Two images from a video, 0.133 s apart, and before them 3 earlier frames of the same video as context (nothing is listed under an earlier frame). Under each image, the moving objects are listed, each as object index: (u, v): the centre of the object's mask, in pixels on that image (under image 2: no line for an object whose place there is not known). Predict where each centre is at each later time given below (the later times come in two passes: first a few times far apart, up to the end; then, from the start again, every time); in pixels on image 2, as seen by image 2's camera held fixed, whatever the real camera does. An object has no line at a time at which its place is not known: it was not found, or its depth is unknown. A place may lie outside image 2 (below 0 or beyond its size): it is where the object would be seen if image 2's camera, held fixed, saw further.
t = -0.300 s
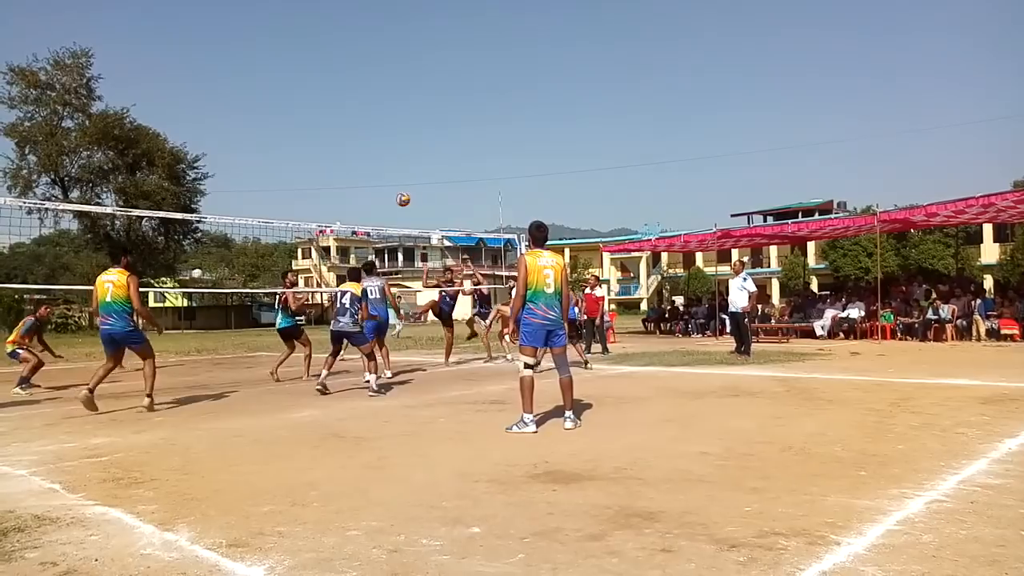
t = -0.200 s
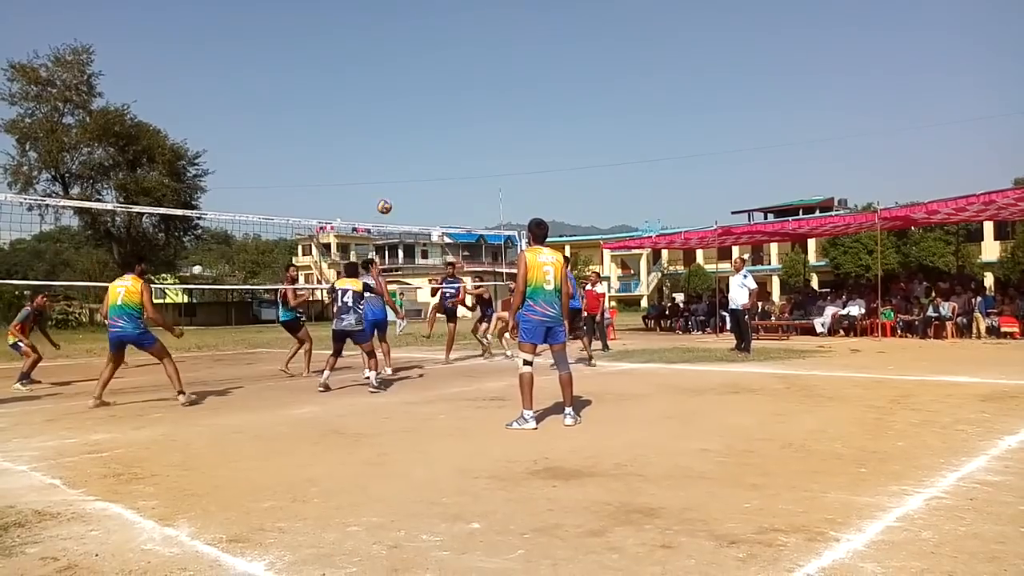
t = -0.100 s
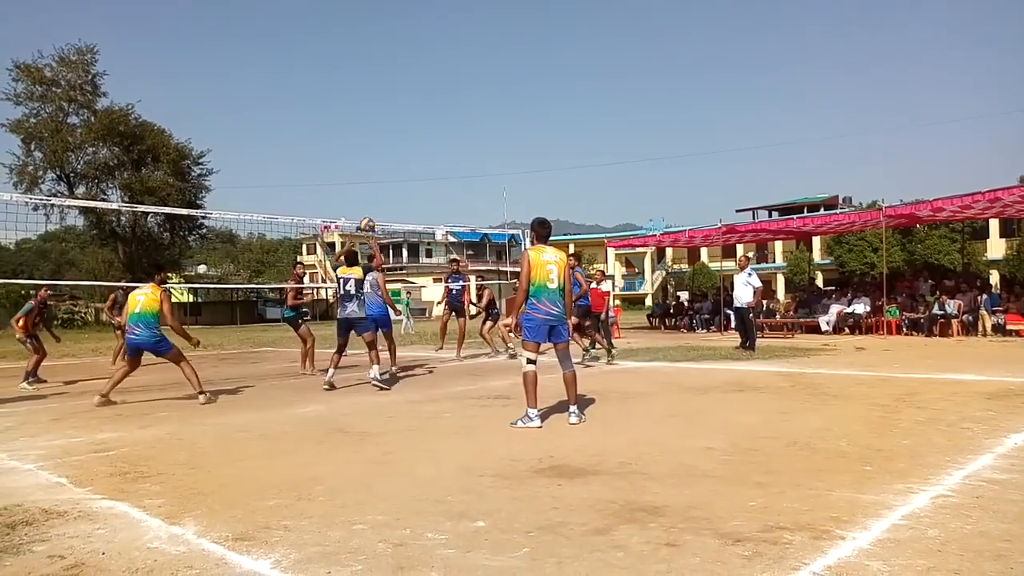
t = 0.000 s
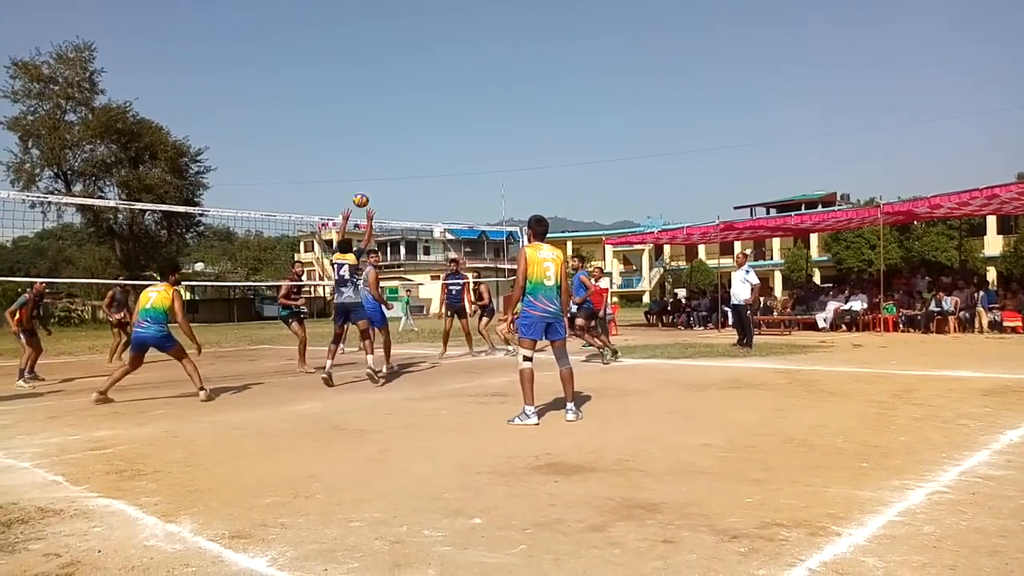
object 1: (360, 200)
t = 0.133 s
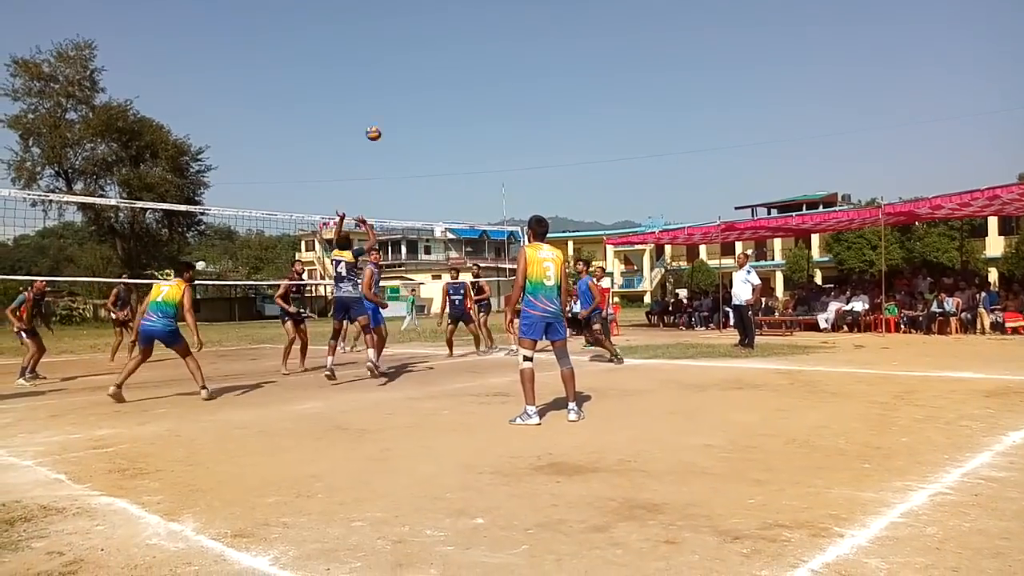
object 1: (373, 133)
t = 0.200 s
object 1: (378, 106)
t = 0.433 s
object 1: (395, 43)
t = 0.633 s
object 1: (411, 23)
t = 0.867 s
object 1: (425, 37)
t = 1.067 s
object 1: (437, 73)
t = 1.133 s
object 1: (440, 89)
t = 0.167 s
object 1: (375, 119)
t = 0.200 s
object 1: (378, 106)
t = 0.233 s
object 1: (381, 94)
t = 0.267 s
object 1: (383, 83)
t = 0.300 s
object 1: (386, 73)
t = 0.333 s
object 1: (388, 65)
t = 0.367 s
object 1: (391, 57)
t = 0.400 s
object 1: (393, 49)
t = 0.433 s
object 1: (395, 43)
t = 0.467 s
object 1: (397, 39)
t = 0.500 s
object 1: (400, 34)
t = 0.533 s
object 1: (402, 30)
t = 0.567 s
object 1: (405, 27)
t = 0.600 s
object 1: (407, 25)
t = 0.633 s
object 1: (411, 23)
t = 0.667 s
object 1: (413, 22)
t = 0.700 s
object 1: (415, 23)
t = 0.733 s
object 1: (417, 24)
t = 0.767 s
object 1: (419, 26)
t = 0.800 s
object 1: (421, 29)
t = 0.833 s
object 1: (423, 33)
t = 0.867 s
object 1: (425, 37)
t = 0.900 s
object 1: (428, 41)
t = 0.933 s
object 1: (429, 46)
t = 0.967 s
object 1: (431, 52)
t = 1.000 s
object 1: (433, 58)
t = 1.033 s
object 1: (435, 66)
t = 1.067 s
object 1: (437, 73)
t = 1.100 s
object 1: (439, 81)
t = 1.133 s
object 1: (440, 89)
